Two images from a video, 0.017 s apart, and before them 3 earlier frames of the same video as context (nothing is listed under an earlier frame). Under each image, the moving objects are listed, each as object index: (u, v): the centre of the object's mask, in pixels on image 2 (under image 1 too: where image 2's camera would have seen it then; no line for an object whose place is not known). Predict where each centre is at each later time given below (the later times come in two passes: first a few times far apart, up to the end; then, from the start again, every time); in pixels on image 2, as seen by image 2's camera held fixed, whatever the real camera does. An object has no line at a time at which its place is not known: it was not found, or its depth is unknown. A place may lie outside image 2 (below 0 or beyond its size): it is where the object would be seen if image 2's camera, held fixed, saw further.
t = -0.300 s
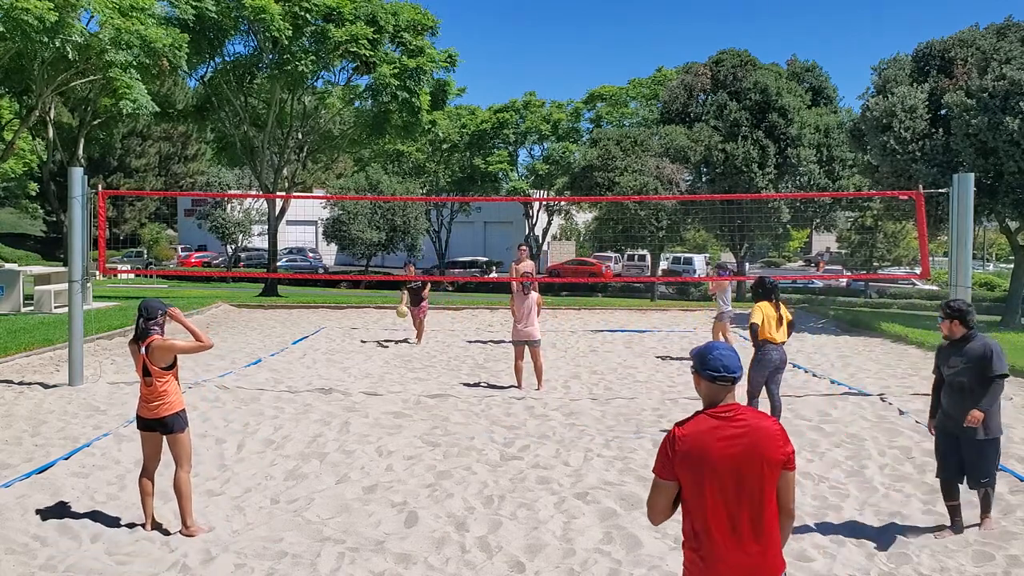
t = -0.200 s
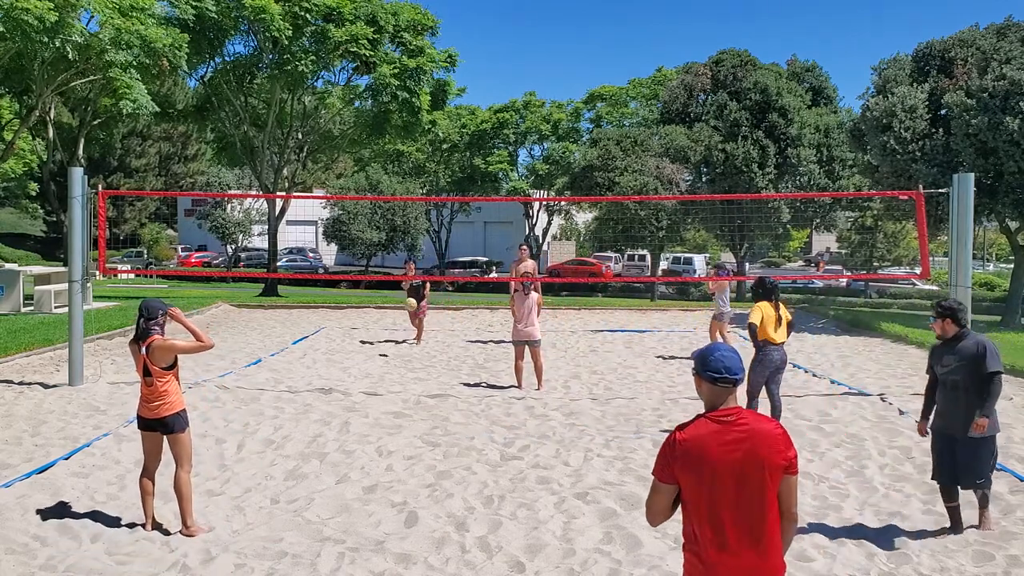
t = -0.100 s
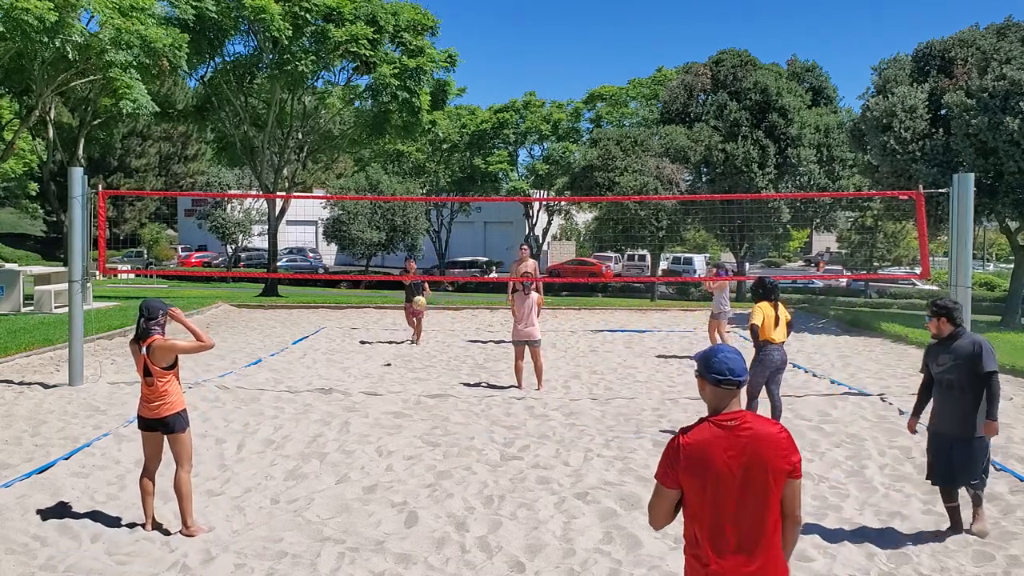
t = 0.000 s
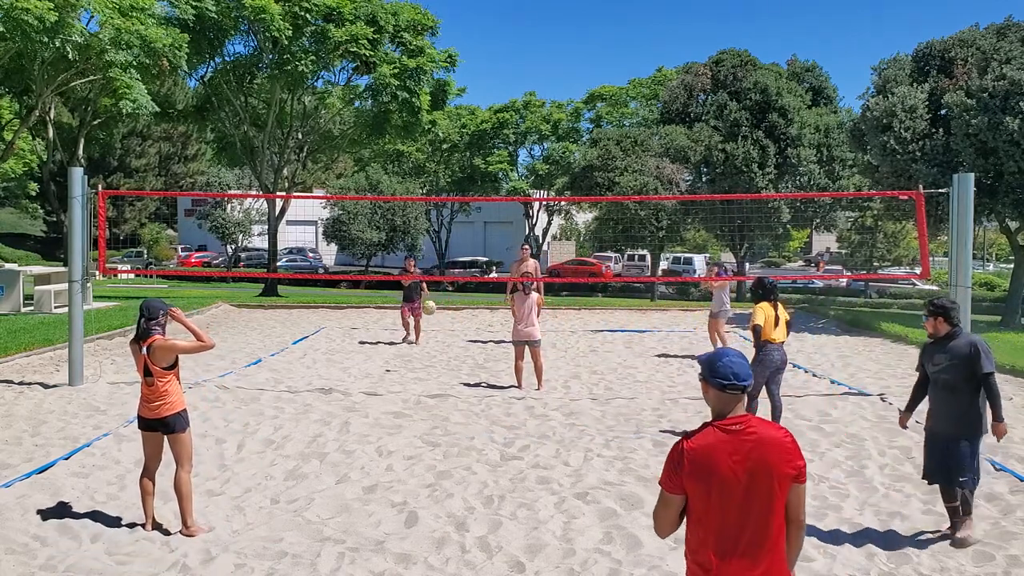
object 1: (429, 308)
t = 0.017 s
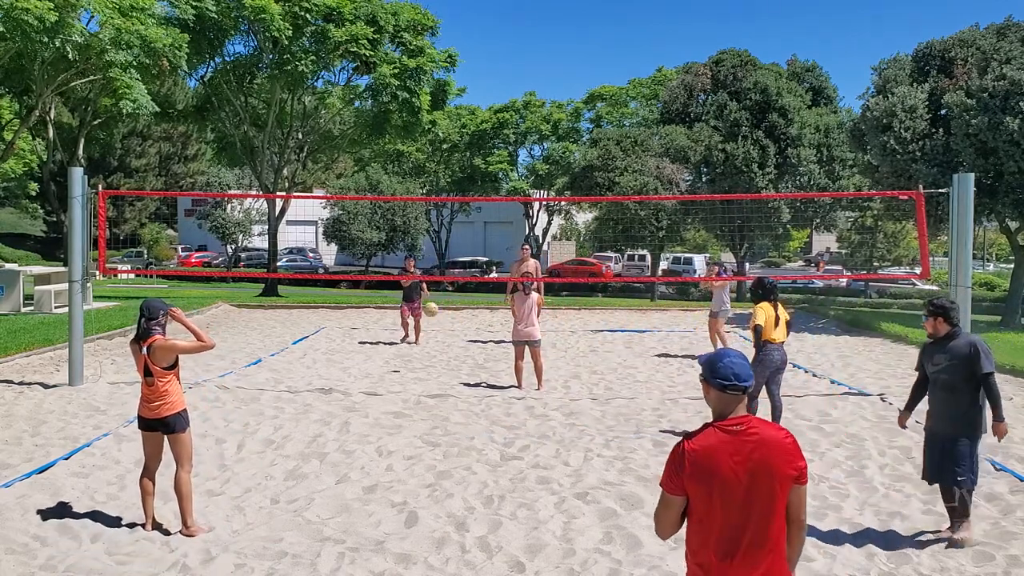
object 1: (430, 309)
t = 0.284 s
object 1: (461, 370)
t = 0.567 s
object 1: (499, 418)
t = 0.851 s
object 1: (531, 434)
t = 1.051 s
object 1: (557, 494)
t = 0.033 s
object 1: (432, 311)
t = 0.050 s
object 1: (434, 313)
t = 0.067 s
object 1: (435, 315)
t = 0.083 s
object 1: (437, 318)
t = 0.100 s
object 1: (439, 321)
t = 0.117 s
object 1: (441, 324)
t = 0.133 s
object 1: (443, 328)
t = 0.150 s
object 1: (445, 331)
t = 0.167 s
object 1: (447, 335)
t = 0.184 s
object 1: (449, 339)
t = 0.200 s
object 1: (451, 343)
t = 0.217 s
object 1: (452, 348)
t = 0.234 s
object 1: (454, 354)
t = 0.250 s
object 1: (457, 359)
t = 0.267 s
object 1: (459, 365)
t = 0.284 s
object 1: (461, 370)
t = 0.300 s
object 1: (464, 377)
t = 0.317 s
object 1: (466, 384)
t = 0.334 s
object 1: (468, 391)
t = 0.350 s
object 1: (470, 393)
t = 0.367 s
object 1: (472, 394)
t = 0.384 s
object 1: (475, 394)
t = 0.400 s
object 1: (477, 395)
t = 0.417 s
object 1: (478, 396)
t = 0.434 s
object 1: (480, 399)
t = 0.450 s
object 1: (483, 399)
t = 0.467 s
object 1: (485, 401)
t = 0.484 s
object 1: (487, 403)
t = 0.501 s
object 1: (489, 406)
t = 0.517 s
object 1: (492, 408)
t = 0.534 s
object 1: (494, 411)
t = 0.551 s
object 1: (496, 414)
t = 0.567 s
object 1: (499, 418)
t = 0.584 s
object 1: (502, 421)
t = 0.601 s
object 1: (504, 427)
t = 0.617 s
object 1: (506, 431)
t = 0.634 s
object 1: (509, 430)
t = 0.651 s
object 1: (510, 429)
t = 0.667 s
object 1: (512, 427)
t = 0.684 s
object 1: (514, 426)
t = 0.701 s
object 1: (515, 426)
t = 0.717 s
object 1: (517, 425)
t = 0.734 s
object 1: (518, 425)
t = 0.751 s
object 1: (520, 425)
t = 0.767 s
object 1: (522, 426)
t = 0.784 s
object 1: (524, 427)
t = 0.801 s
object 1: (526, 428)
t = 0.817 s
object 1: (527, 430)
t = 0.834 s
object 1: (530, 431)
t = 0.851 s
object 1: (531, 434)
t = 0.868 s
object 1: (533, 436)
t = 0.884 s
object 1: (535, 439)
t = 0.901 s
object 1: (537, 442)
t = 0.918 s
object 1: (540, 446)
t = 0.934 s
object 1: (542, 451)
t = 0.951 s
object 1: (543, 456)
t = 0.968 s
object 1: (546, 461)
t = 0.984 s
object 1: (548, 466)
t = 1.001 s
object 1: (550, 472)
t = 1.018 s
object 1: (553, 478)
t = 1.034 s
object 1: (555, 485)
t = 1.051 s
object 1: (557, 494)
